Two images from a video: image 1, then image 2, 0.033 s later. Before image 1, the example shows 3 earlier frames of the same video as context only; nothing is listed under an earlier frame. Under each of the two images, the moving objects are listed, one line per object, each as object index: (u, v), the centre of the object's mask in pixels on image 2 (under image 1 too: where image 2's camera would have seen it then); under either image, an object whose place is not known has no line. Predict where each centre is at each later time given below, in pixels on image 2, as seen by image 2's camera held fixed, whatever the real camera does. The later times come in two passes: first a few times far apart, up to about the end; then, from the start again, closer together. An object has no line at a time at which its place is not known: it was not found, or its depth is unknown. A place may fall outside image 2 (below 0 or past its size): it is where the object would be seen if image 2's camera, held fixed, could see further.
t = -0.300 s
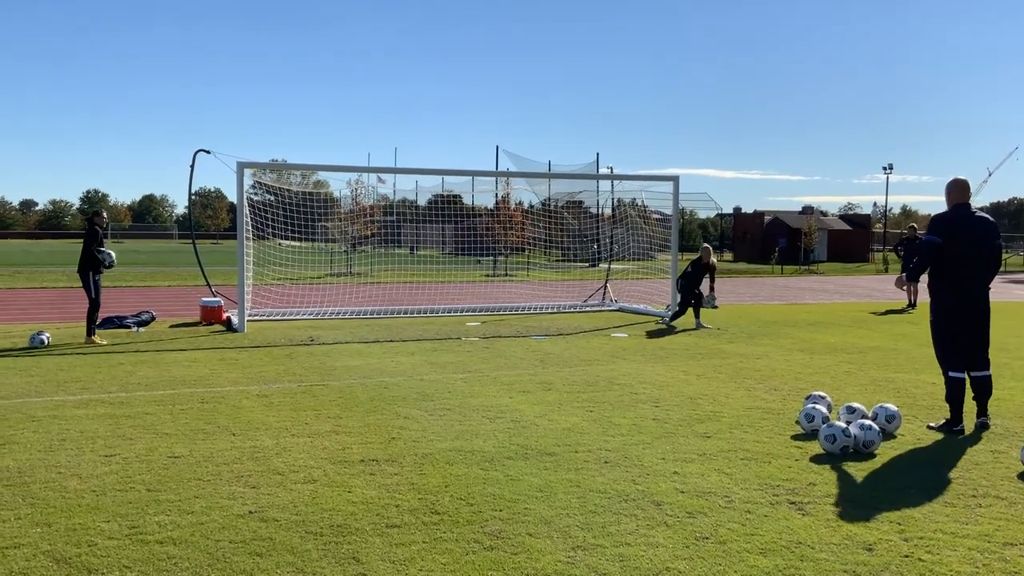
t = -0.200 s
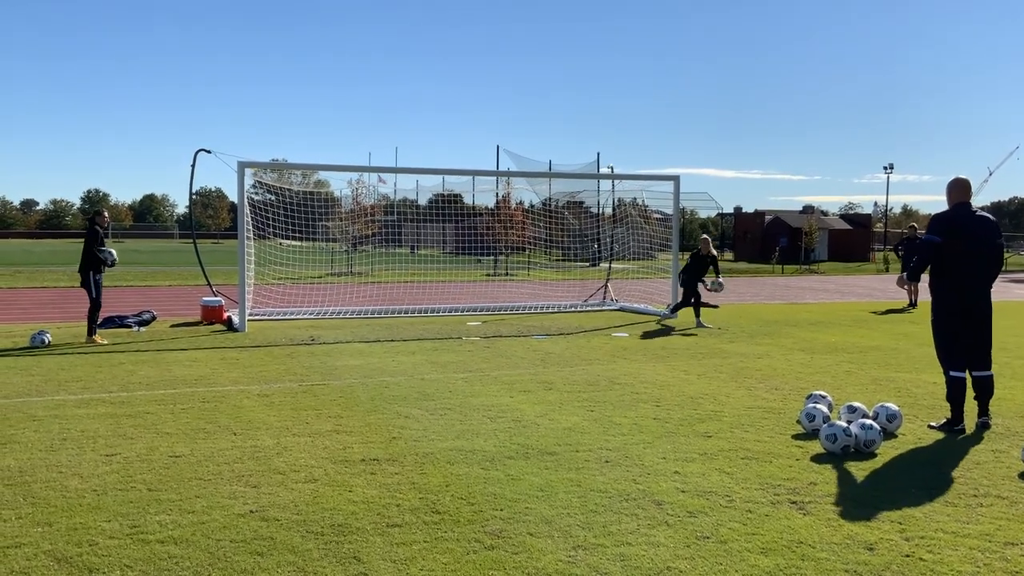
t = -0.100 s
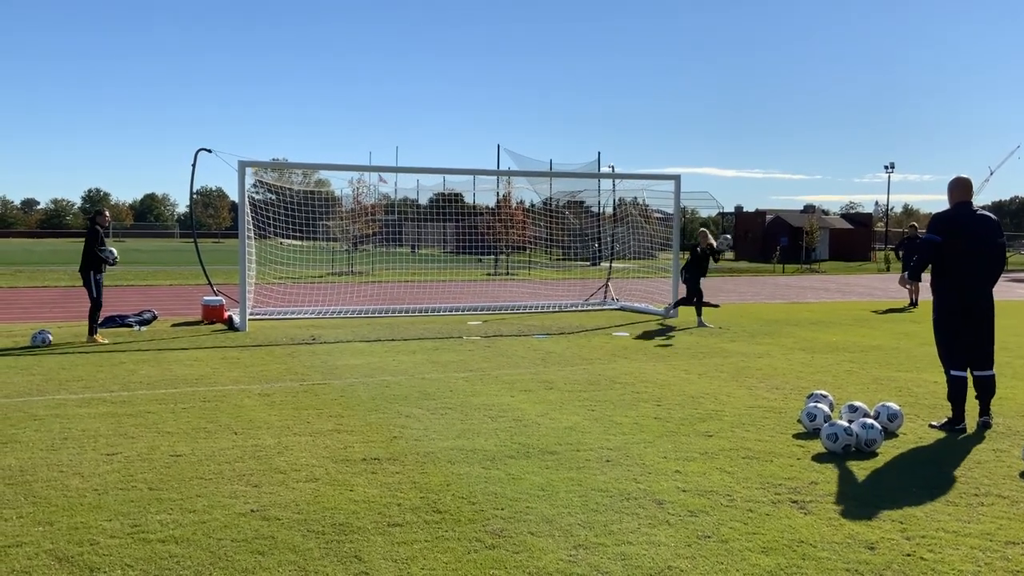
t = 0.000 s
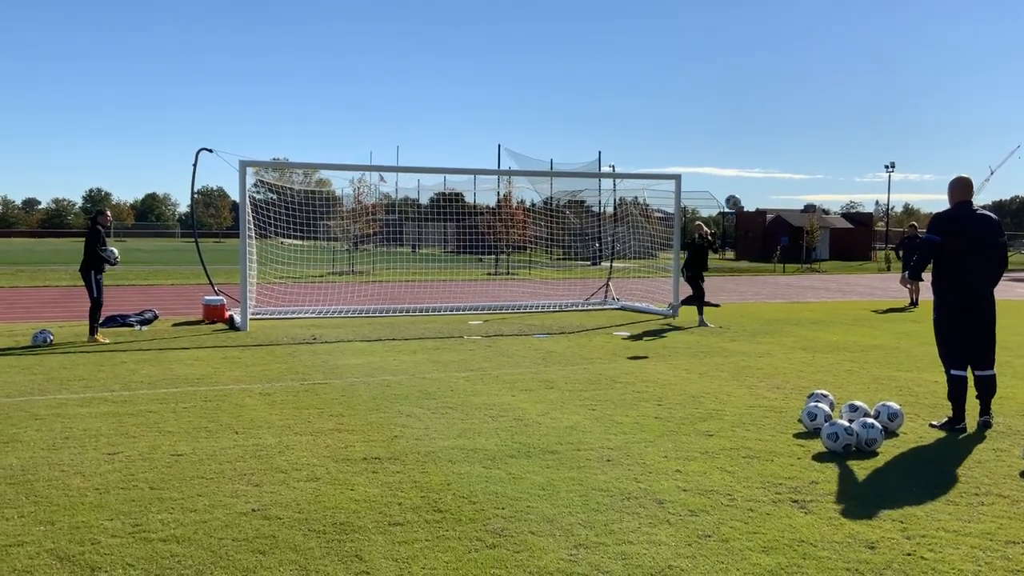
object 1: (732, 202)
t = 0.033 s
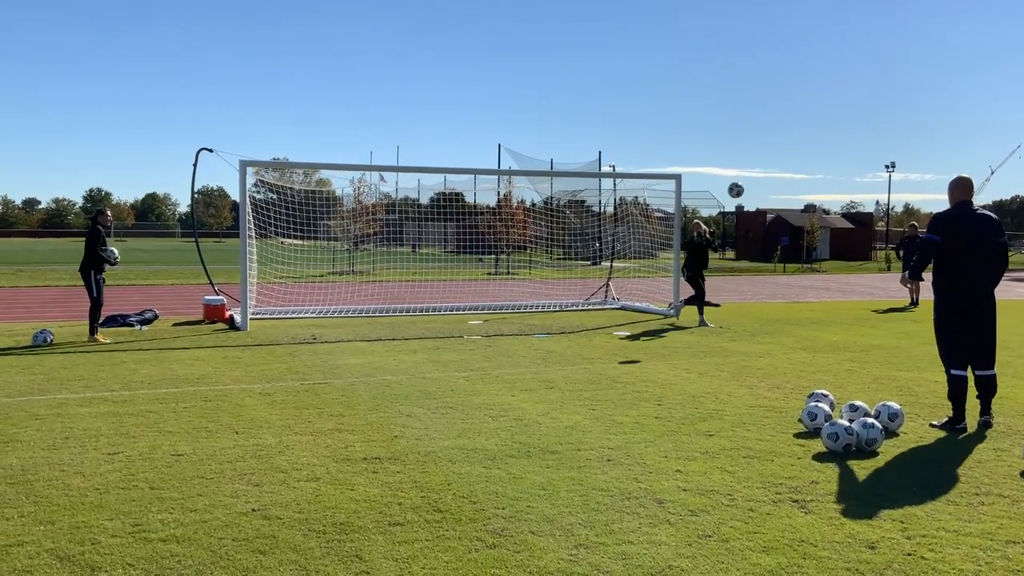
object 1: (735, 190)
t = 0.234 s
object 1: (755, 130)
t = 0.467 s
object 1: (781, 92)
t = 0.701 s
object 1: (810, 104)
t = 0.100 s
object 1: (741, 167)
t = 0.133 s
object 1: (745, 157)
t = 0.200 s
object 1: (751, 138)
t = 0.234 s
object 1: (755, 130)
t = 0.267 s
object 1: (758, 122)
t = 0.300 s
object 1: (762, 115)
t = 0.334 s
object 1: (766, 109)
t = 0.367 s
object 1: (769, 103)
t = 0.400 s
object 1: (773, 99)
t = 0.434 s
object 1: (777, 95)
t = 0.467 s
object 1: (781, 92)
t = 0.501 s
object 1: (785, 90)
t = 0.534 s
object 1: (789, 89)
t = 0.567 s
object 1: (793, 90)
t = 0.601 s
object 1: (797, 91)
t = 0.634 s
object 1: (801, 94)
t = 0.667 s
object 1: (806, 98)
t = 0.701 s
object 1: (810, 104)
